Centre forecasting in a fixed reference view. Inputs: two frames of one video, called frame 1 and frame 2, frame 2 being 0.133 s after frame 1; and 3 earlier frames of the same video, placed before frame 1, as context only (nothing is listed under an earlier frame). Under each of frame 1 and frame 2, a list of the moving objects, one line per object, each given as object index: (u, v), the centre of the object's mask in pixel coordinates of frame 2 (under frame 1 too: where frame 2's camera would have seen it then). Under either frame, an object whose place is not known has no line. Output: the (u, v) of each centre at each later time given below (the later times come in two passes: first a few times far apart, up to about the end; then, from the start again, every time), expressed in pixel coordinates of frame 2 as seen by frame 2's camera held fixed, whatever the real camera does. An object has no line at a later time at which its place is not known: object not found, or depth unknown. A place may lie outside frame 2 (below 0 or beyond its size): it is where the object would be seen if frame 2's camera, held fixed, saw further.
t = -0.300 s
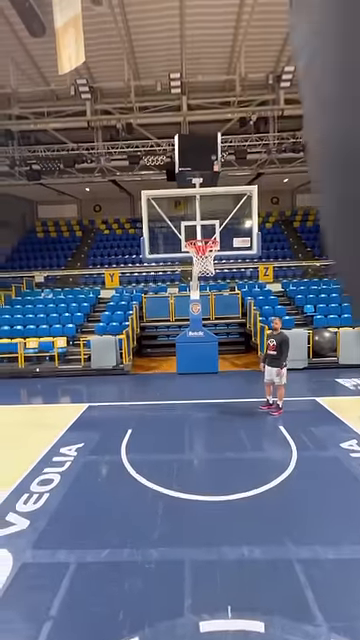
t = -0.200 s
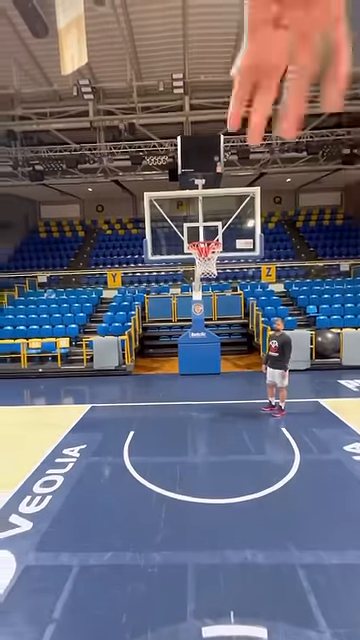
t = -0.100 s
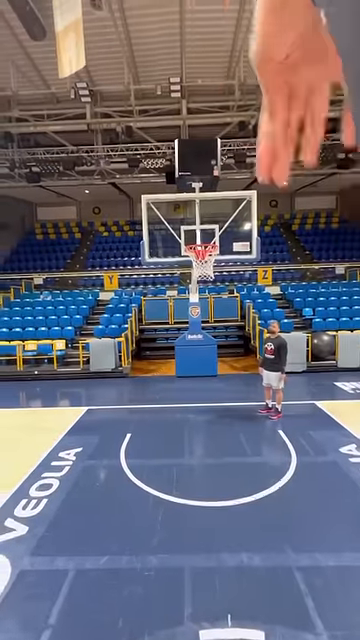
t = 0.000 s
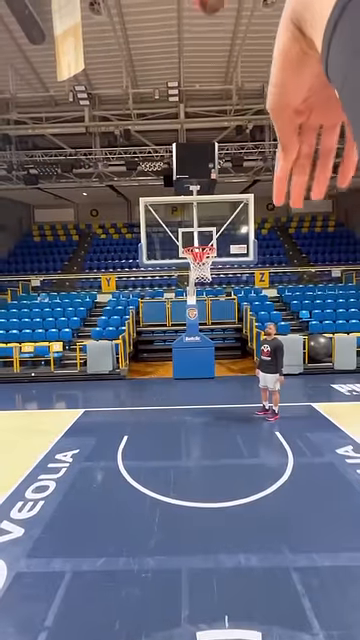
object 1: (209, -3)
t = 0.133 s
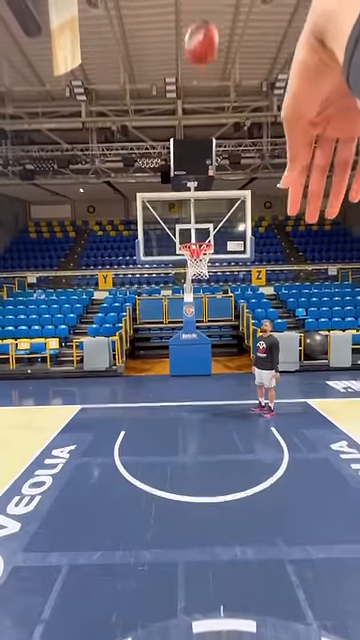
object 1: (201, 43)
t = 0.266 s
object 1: (198, 102)
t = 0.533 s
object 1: (197, 201)
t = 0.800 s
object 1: (195, 272)
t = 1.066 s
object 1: (188, 349)
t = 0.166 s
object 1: (200, 56)
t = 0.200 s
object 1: (200, 75)
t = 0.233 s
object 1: (200, 84)
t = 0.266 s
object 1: (198, 102)
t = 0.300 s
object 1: (198, 116)
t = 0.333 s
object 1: (198, 127)
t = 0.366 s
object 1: (198, 140)
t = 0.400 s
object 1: (198, 152)
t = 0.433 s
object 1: (198, 166)
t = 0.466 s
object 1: (198, 178)
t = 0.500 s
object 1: (199, 191)
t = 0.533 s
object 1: (197, 201)
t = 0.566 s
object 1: (198, 208)
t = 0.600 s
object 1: (198, 219)
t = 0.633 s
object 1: (197, 233)
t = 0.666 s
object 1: (198, 241)
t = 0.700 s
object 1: (197, 251)
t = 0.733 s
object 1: (194, 255)
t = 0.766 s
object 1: (196, 264)
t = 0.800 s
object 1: (195, 272)
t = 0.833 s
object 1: (194, 281)
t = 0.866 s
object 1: (193, 289)
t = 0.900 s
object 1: (192, 297)
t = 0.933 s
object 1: (191, 305)
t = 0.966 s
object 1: (190, 313)
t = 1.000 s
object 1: (190, 325)
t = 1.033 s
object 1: (188, 337)
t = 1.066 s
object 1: (188, 349)
